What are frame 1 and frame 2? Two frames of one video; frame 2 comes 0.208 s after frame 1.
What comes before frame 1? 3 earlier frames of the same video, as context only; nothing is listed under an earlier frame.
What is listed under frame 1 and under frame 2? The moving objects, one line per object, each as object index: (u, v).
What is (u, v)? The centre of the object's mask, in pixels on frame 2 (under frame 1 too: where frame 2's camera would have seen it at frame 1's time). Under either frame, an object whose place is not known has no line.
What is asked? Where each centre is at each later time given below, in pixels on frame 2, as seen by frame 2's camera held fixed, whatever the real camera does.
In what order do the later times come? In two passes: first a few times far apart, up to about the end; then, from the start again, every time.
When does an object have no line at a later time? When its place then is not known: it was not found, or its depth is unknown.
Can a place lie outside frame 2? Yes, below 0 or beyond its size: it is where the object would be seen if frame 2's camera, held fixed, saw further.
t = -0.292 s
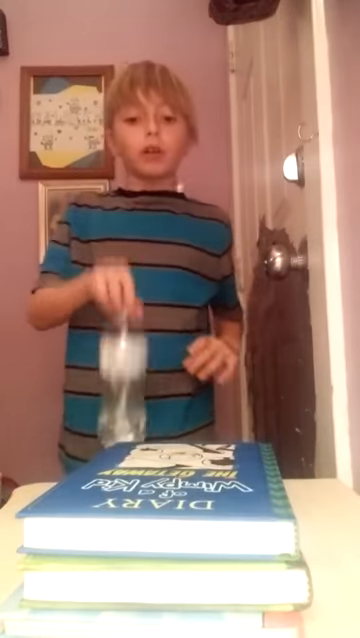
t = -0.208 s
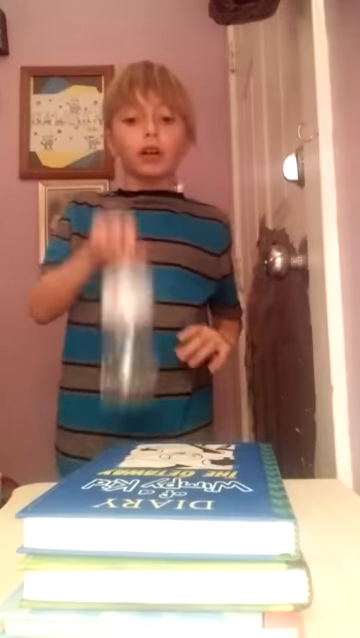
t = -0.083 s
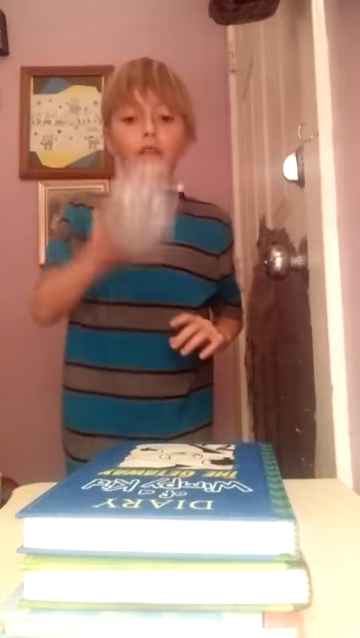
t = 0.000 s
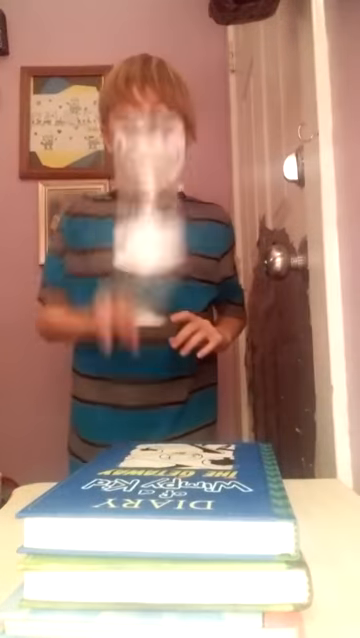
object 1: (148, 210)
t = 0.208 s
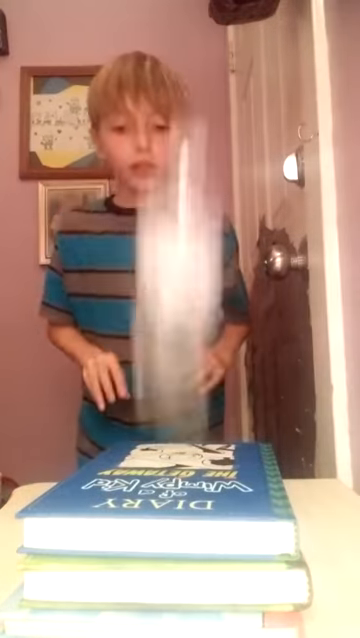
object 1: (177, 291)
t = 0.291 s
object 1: (166, 334)
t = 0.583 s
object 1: (164, 339)
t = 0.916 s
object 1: (173, 344)
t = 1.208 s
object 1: (173, 345)
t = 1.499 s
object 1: (173, 345)
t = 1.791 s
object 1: (173, 345)
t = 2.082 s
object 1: (173, 345)
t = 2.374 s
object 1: (172, 345)
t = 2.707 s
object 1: (172, 345)
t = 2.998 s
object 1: (172, 345)
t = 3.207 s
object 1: (173, 345)
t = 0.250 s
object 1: (174, 333)
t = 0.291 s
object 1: (166, 334)
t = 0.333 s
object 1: (160, 335)
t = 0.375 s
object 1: (154, 336)
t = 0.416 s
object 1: (150, 337)
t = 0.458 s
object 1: (149, 337)
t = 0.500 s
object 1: (152, 336)
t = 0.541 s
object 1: (160, 337)
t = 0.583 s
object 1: (164, 339)
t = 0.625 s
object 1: (174, 341)
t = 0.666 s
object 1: (180, 345)
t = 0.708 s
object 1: (178, 345)
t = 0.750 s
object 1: (171, 343)
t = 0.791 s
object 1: (167, 343)
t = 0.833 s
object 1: (169, 342)
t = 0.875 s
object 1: (174, 344)
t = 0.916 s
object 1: (173, 344)
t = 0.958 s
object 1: (171, 345)
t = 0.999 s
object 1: (173, 345)
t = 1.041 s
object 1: (173, 345)
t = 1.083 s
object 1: (173, 345)
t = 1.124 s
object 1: (172, 345)
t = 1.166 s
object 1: (173, 345)
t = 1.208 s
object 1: (173, 345)
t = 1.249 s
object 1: (173, 345)
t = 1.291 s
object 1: (172, 345)
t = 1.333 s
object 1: (172, 345)
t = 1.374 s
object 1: (172, 345)
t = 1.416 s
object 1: (172, 345)
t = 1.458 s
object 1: (173, 345)
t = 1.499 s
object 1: (173, 345)
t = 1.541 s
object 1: (173, 345)
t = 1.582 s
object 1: (173, 345)
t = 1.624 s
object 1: (173, 345)
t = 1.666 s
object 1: (173, 345)
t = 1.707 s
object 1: (173, 345)
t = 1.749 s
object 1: (173, 345)
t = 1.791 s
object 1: (173, 345)
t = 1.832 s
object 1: (173, 345)
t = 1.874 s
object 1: (173, 345)
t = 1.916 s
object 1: (173, 345)
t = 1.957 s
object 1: (173, 345)
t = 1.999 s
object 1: (173, 345)
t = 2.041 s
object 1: (173, 345)
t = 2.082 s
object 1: (173, 345)
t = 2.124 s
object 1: (173, 345)
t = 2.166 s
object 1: (173, 345)
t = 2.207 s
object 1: (173, 345)
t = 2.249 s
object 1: (173, 345)
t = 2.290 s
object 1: (173, 345)
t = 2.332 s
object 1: (173, 345)
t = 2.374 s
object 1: (172, 345)
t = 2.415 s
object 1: (172, 345)
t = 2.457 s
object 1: (172, 345)
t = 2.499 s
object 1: (172, 345)
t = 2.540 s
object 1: (172, 345)
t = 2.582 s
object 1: (172, 345)
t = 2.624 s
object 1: (172, 345)
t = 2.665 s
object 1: (172, 345)
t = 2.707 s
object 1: (172, 345)
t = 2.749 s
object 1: (172, 345)
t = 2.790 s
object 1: (172, 345)
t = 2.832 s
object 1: (172, 345)
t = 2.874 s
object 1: (172, 345)
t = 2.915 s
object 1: (172, 345)
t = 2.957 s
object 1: (172, 345)
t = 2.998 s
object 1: (172, 345)
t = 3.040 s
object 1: (172, 344)
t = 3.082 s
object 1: (173, 345)
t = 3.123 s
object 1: (173, 345)
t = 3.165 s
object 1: (173, 345)
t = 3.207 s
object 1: (173, 345)
